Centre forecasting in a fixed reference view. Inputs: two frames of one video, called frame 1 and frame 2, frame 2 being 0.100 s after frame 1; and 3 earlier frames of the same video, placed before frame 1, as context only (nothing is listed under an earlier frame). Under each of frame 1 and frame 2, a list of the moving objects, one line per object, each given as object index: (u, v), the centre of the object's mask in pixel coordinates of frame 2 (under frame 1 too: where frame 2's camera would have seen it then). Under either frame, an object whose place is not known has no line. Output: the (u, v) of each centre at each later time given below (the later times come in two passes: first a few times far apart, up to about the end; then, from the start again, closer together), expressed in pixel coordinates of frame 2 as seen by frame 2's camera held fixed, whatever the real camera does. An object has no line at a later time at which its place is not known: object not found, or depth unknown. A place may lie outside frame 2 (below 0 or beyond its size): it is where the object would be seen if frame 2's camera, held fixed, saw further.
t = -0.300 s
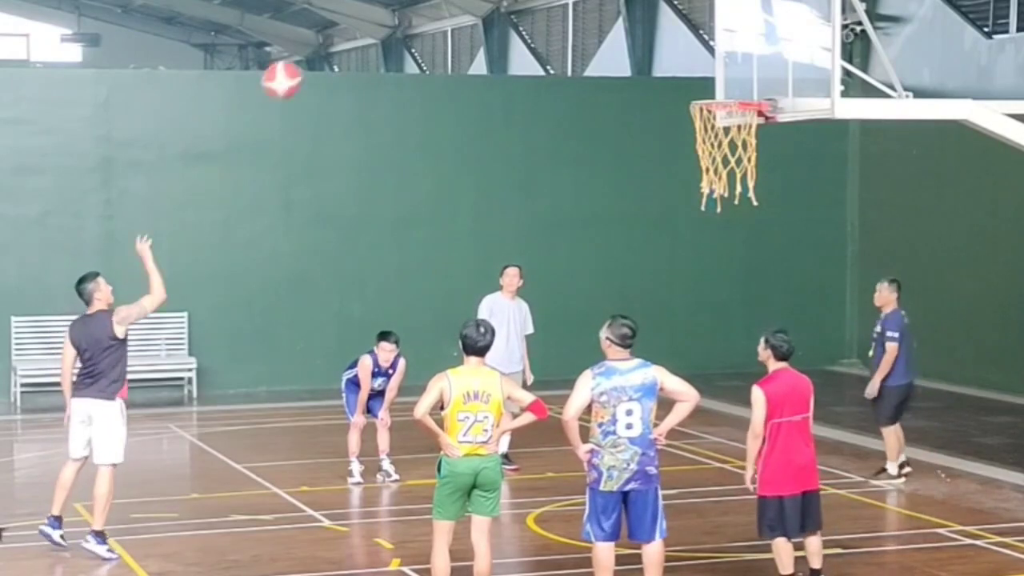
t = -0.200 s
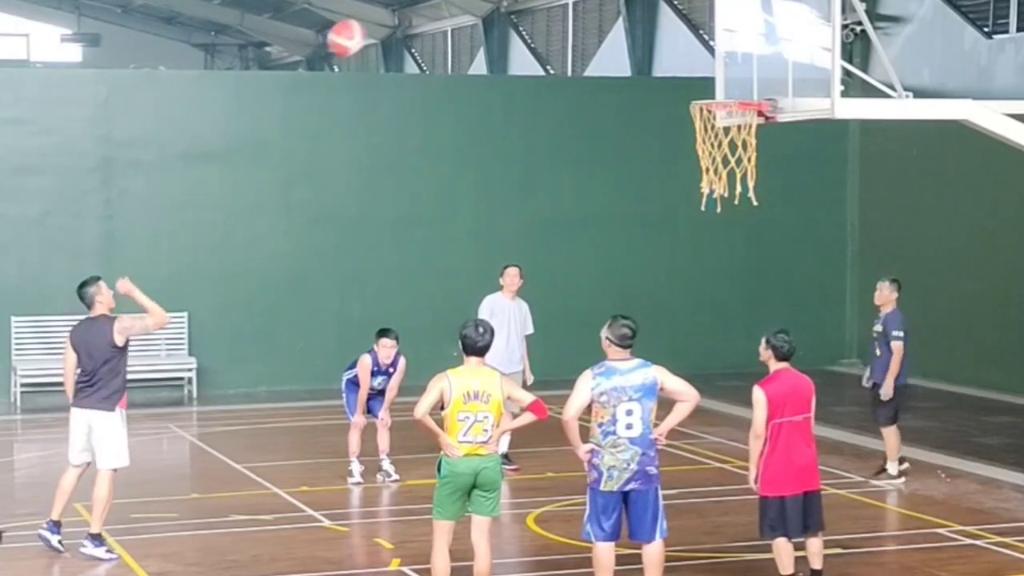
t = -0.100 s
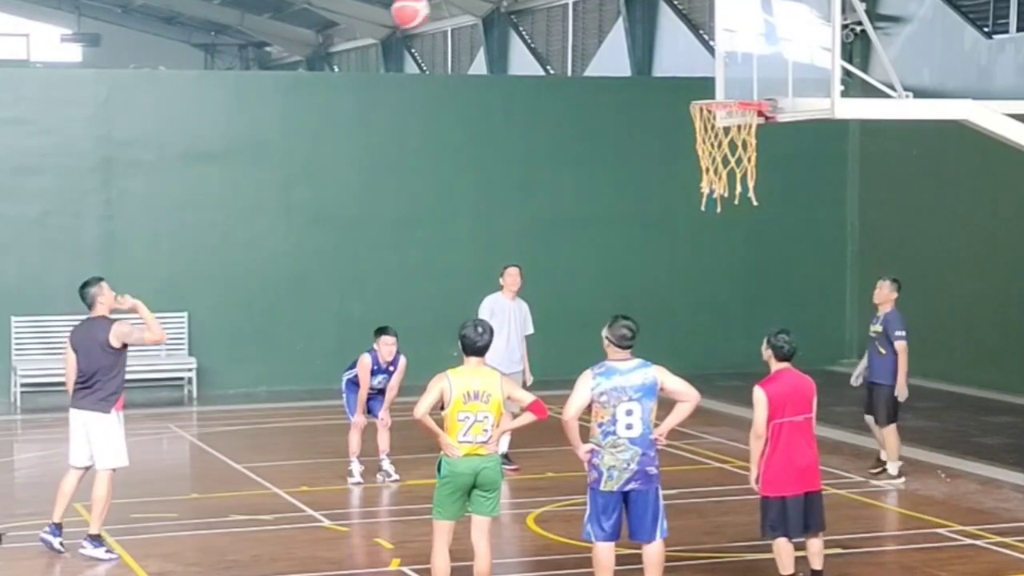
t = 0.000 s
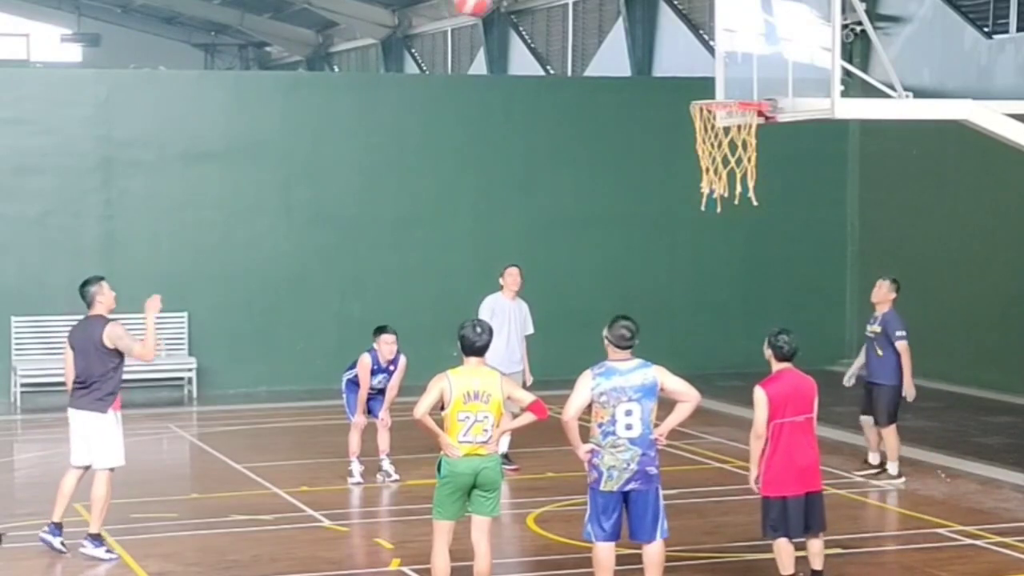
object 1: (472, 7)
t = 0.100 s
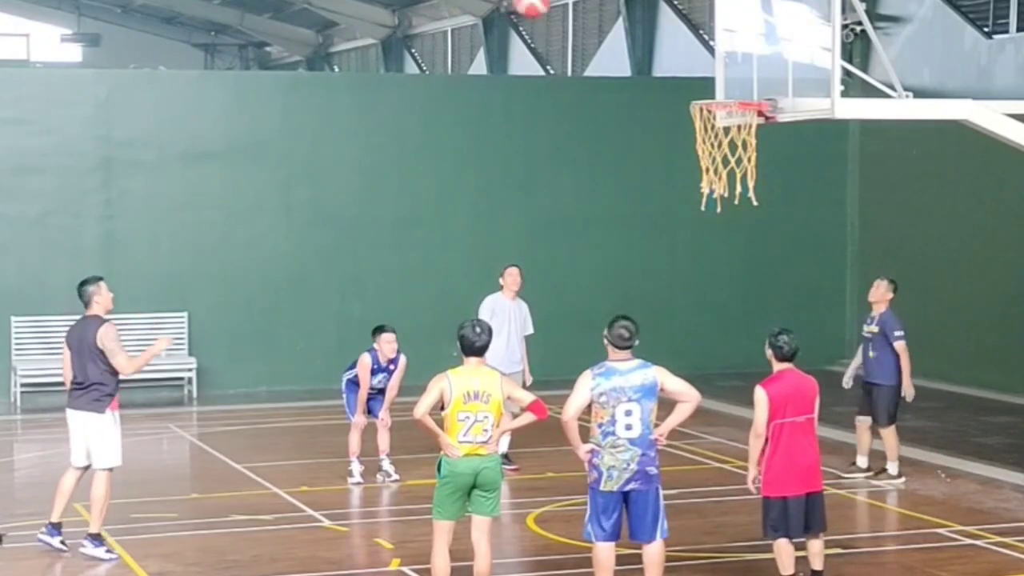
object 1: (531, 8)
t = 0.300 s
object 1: (645, 43)
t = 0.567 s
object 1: (773, 161)
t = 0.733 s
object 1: (813, 248)
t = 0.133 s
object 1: (551, 10)
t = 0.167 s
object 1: (571, 12)
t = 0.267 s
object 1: (629, 32)
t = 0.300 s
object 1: (645, 43)
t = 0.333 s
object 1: (664, 55)
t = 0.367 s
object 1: (684, 70)
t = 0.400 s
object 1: (701, 84)
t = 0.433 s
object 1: (718, 92)
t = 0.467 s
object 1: (737, 119)
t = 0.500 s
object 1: (754, 131)
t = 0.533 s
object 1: (764, 146)
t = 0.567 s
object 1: (773, 161)
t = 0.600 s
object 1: (781, 174)
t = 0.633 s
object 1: (789, 191)
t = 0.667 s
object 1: (797, 209)
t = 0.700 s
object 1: (805, 228)
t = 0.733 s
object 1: (813, 248)
